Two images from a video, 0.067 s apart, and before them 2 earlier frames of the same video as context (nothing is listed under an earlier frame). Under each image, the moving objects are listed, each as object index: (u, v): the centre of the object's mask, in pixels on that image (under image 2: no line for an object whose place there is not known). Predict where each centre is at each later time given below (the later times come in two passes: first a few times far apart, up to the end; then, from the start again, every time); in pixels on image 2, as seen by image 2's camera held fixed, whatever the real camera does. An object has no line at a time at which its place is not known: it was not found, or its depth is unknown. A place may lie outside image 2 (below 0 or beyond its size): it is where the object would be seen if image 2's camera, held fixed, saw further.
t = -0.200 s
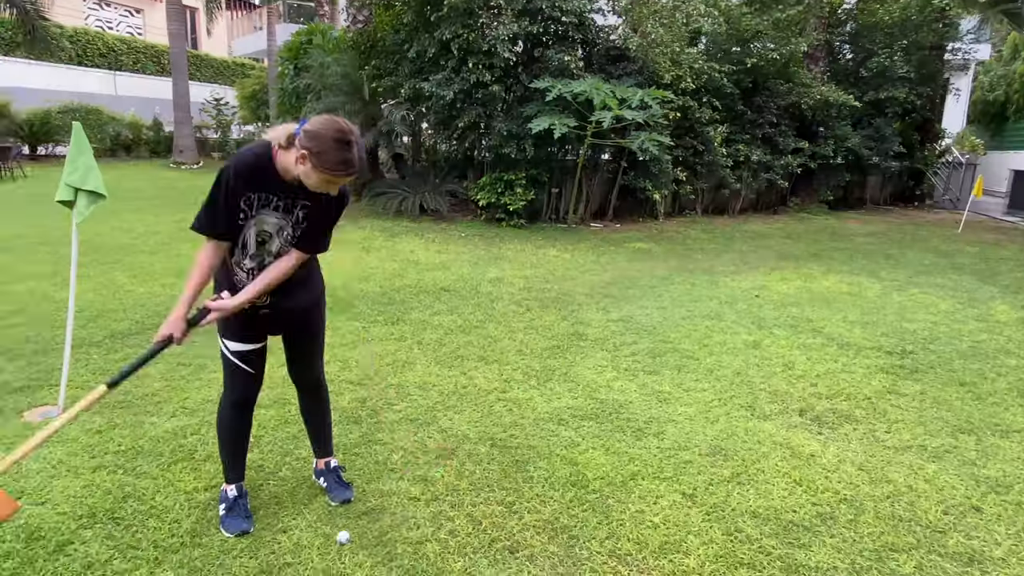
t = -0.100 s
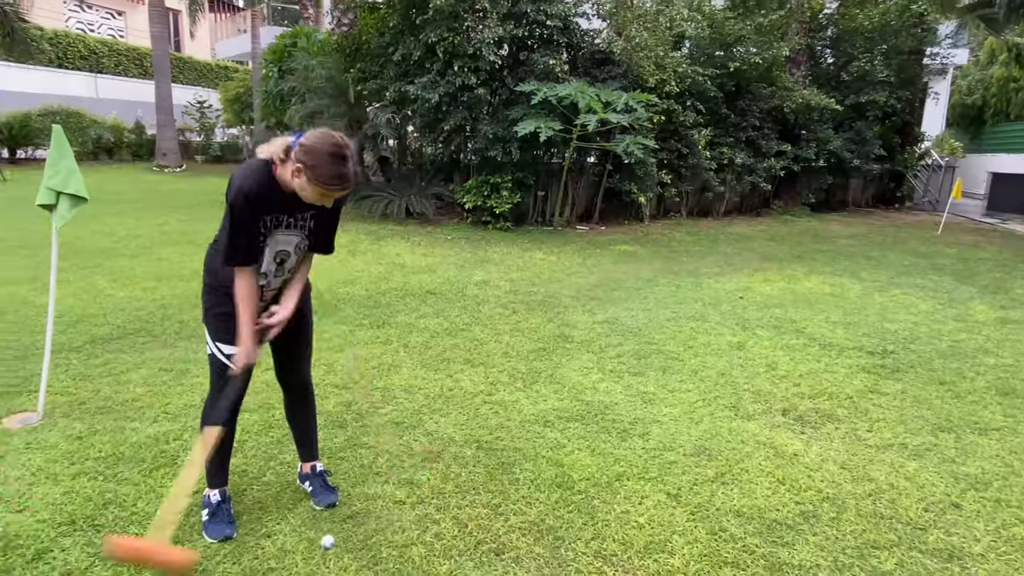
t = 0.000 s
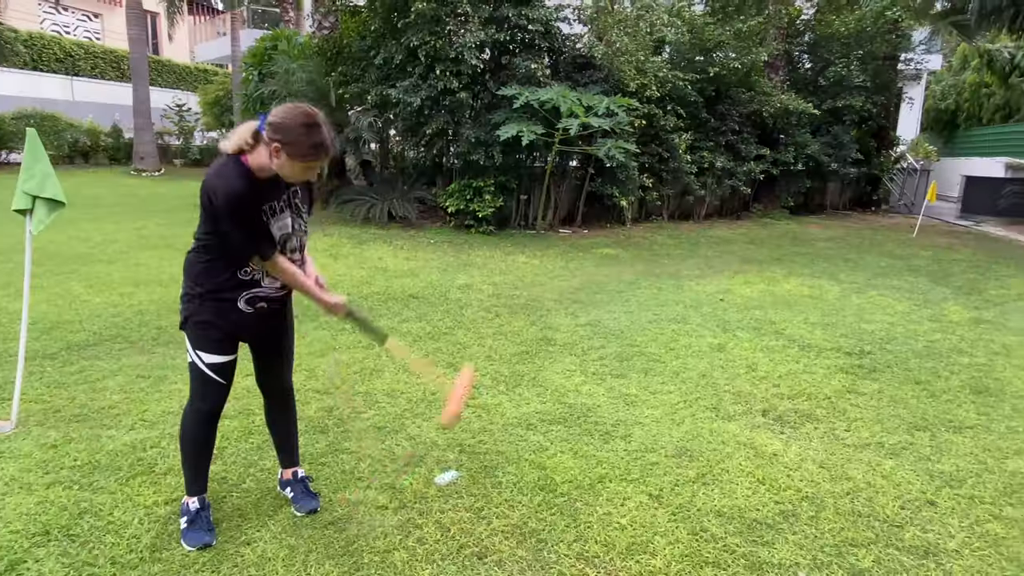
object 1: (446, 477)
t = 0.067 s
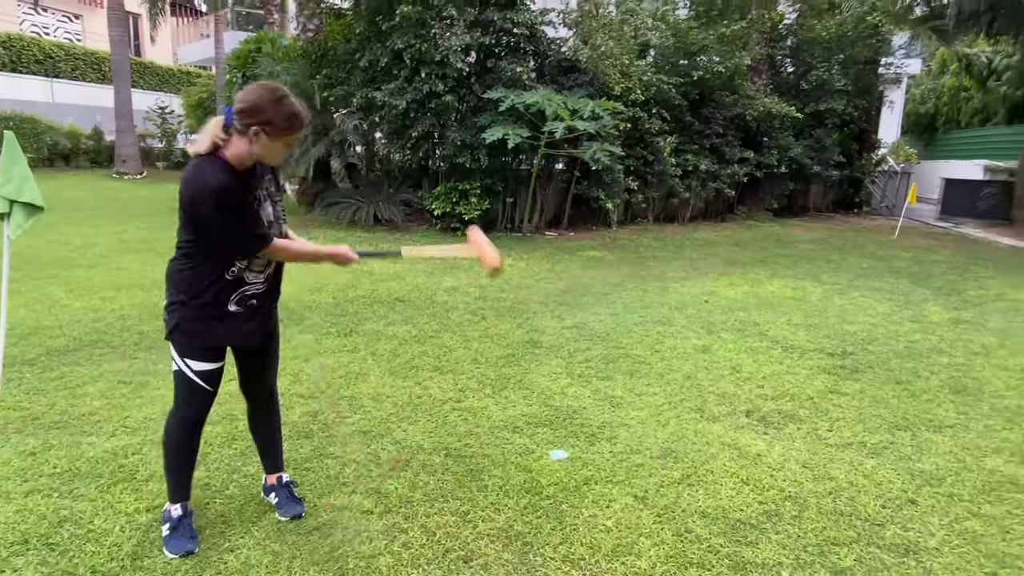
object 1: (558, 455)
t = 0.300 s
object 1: (909, 502)
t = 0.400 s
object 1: (1019, 492)
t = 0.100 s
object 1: (617, 459)
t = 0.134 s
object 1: (672, 474)
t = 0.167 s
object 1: (723, 499)
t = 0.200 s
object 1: (772, 510)
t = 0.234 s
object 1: (822, 498)
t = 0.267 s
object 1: (867, 496)
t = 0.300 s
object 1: (909, 502)
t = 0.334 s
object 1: (949, 502)
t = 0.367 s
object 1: (984, 492)
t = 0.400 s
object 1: (1019, 492)
